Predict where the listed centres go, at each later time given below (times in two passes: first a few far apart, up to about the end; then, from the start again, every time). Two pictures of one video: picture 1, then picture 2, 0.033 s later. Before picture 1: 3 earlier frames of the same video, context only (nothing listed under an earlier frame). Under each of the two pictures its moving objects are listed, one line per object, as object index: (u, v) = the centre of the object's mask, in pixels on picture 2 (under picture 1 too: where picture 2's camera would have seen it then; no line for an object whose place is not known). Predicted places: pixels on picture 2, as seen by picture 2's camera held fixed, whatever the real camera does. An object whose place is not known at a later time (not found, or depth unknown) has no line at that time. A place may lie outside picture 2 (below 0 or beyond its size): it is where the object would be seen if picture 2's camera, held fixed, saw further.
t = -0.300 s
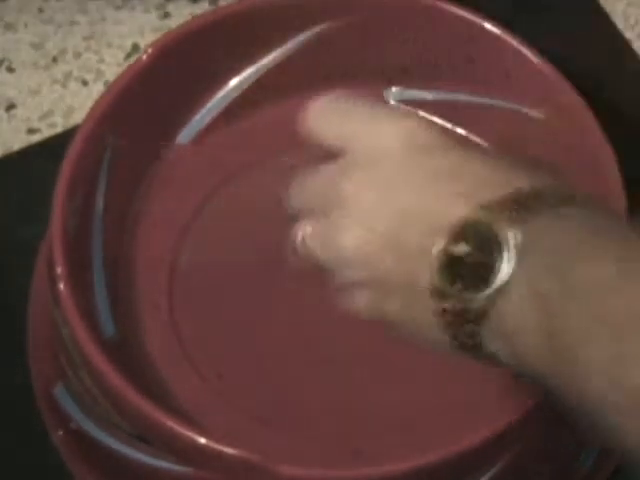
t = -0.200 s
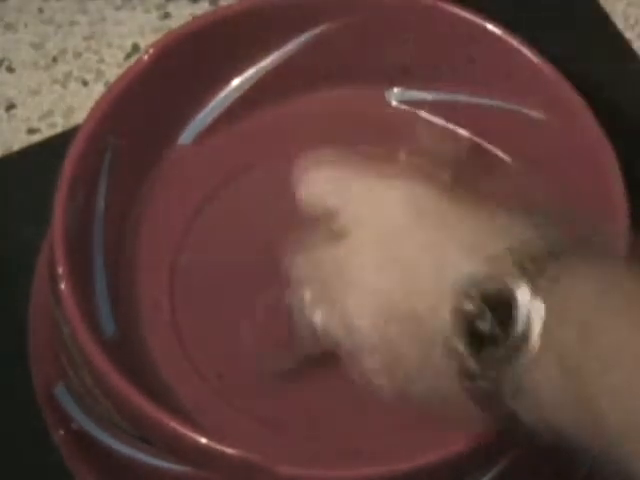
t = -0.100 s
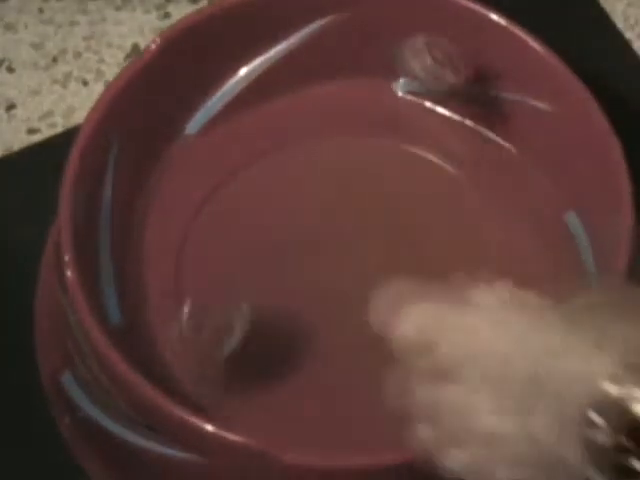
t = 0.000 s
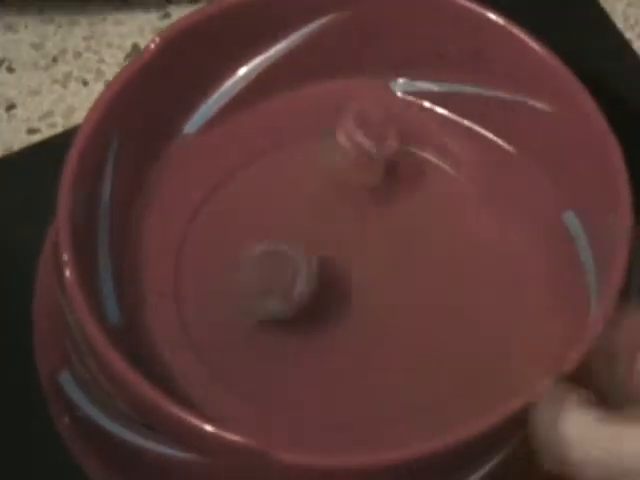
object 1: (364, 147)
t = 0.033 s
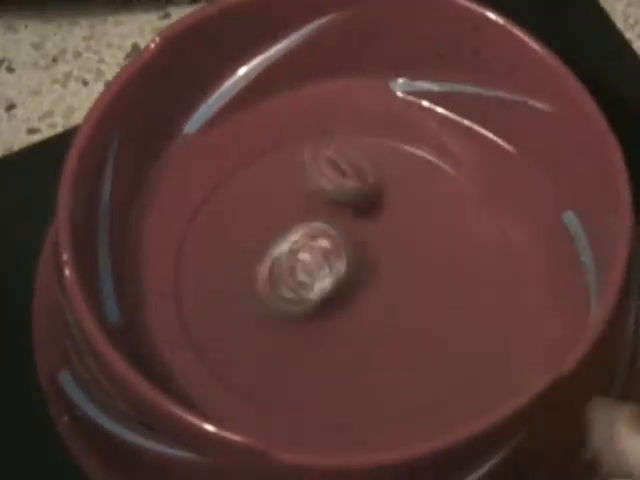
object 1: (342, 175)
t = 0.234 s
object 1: (183, 186)
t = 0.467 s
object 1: (181, 243)
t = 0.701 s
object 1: (311, 377)
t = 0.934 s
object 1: (411, 373)
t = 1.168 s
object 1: (351, 358)
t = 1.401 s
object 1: (284, 273)
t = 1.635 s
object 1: (199, 234)
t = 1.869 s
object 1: (232, 227)
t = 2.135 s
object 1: (305, 211)
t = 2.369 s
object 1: (353, 186)
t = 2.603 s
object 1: (398, 182)
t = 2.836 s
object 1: (432, 204)
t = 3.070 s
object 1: (448, 245)
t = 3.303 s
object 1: (440, 293)
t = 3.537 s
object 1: (411, 335)
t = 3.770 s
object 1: (364, 357)
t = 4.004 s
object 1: (316, 355)
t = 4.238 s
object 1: (276, 329)
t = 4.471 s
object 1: (254, 288)
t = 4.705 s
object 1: (260, 245)
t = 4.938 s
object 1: (290, 211)
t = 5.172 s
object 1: (333, 194)
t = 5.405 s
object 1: (380, 198)
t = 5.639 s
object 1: (421, 225)
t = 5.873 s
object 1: (436, 264)
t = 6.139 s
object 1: (429, 314)
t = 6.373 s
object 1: (398, 344)
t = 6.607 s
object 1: (354, 352)
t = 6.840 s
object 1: (307, 333)
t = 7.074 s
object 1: (273, 299)
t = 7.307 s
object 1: (263, 258)
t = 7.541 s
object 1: (280, 222)
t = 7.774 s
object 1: (316, 202)
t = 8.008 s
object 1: (361, 200)
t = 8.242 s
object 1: (406, 213)
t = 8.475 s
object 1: (433, 248)
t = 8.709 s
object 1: (434, 292)
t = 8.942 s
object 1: (410, 329)
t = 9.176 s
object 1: (368, 346)
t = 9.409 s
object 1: (319, 338)
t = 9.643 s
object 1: (276, 318)
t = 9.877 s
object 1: (265, 280)
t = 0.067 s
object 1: (310, 168)
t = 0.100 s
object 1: (283, 151)
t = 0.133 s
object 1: (257, 144)
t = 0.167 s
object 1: (230, 151)
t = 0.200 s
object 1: (208, 168)
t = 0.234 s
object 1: (183, 186)
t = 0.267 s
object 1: (158, 166)
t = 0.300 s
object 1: (151, 157)
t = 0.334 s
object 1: (148, 159)
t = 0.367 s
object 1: (148, 173)
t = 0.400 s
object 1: (149, 199)
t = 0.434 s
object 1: (167, 234)
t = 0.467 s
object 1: (181, 243)
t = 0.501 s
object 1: (193, 253)
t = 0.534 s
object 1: (207, 272)
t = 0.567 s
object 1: (222, 304)
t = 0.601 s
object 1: (240, 324)
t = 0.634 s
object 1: (263, 337)
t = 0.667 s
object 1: (287, 360)
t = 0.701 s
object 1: (311, 377)
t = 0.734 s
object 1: (333, 387)
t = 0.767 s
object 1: (357, 398)
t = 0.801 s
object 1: (373, 399)
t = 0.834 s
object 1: (387, 395)
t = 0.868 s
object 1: (401, 381)
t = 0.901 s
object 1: (408, 368)
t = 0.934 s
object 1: (411, 373)
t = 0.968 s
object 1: (410, 387)
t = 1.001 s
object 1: (403, 391)
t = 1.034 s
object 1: (396, 394)
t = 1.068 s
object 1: (385, 391)
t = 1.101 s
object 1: (372, 382)
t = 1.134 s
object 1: (361, 371)
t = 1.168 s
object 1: (351, 358)
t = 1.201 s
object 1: (341, 344)
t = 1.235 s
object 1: (332, 330)
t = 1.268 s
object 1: (324, 317)
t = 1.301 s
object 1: (315, 305)
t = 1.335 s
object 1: (305, 294)
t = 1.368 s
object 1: (294, 282)
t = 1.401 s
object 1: (284, 273)
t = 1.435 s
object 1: (264, 266)
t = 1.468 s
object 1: (243, 260)
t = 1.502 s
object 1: (226, 253)
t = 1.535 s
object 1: (214, 246)
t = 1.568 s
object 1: (207, 241)
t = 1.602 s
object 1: (202, 238)
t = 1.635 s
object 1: (199, 234)
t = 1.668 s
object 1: (198, 232)
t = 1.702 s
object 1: (200, 231)
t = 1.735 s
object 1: (204, 230)
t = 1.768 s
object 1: (208, 229)
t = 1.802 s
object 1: (215, 228)
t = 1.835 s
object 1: (223, 228)
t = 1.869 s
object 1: (232, 227)
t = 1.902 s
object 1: (242, 227)
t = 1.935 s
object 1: (252, 226)
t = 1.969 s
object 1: (262, 225)
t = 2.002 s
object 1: (271, 224)
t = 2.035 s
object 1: (280, 222)
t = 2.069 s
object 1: (289, 218)
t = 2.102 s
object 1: (297, 215)
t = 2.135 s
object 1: (305, 211)
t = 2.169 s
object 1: (312, 207)
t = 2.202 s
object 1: (319, 203)
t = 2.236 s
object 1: (325, 199)
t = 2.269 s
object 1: (332, 195)
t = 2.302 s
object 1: (339, 191)
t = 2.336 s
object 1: (346, 188)
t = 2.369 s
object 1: (353, 186)
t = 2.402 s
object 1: (359, 183)
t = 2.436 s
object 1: (366, 182)
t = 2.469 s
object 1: (372, 181)
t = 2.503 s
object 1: (379, 180)
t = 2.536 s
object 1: (385, 181)
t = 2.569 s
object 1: (392, 181)
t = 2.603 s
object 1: (398, 182)
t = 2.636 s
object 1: (404, 184)
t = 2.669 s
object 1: (410, 186)
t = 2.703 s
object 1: (415, 188)
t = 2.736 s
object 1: (420, 192)
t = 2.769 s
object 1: (424, 195)
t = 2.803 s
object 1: (429, 200)
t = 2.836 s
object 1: (432, 204)
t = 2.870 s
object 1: (436, 209)
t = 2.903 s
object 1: (439, 214)
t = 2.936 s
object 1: (442, 220)
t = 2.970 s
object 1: (444, 226)
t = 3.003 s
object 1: (447, 233)
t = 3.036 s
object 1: (448, 239)
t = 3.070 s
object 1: (448, 245)
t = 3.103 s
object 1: (448, 252)
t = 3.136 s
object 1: (448, 258)
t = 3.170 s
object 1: (447, 265)
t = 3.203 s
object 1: (446, 273)
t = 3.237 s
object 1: (444, 279)
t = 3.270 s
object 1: (442, 286)
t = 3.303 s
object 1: (440, 293)
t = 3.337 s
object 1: (437, 299)
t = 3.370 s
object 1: (435, 307)
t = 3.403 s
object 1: (431, 313)
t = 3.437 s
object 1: (426, 319)
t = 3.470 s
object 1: (421, 324)
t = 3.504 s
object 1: (416, 330)
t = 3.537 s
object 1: (411, 335)
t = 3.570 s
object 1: (405, 340)
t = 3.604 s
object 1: (399, 343)
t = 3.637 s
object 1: (393, 347)
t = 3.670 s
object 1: (385, 350)
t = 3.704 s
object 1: (378, 352)
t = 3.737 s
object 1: (371, 354)
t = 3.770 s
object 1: (364, 357)
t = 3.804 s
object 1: (357, 358)
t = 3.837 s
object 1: (351, 359)
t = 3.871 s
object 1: (343, 359)
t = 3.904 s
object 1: (336, 358)
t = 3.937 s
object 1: (330, 358)
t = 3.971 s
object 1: (323, 357)
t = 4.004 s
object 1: (316, 355)
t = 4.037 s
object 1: (309, 352)
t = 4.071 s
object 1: (303, 349)
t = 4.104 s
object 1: (297, 346)
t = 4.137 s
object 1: (292, 343)
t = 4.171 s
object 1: (287, 339)
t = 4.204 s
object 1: (281, 334)
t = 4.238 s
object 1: (276, 329)
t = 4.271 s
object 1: (270, 323)
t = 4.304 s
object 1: (266, 318)
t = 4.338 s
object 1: (262, 312)
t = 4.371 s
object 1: (259, 306)
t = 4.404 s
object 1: (258, 300)
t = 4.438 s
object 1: (256, 294)
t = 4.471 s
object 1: (254, 288)
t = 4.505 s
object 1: (253, 281)
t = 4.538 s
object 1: (253, 275)
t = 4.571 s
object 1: (252, 269)
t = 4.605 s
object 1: (254, 262)
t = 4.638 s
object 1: (255, 257)
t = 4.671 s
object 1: (257, 251)
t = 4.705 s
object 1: (260, 245)
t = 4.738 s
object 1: (263, 239)
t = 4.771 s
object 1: (266, 234)
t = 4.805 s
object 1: (271, 229)
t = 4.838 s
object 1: (275, 224)
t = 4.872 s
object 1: (280, 219)
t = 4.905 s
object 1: (284, 215)
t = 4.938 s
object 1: (290, 211)
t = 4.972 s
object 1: (296, 207)
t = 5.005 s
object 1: (301, 204)
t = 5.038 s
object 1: (307, 201)
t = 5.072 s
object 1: (314, 199)
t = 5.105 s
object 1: (321, 197)
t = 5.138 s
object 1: (328, 195)
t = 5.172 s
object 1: (333, 194)
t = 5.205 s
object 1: (340, 193)
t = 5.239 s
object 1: (347, 193)
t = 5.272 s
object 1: (354, 193)
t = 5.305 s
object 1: (360, 194)
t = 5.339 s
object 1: (367, 195)
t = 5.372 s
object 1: (374, 196)
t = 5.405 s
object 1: (380, 198)
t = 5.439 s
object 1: (387, 201)
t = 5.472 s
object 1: (394, 204)
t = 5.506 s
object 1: (400, 207)
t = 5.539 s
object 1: (406, 211)
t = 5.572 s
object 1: (411, 215)
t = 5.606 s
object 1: (417, 220)
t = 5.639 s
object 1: (421, 225)
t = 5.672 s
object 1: (425, 229)
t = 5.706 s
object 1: (429, 235)
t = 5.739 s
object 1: (432, 240)
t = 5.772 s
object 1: (432, 245)
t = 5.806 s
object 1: (434, 252)
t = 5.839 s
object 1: (434, 257)
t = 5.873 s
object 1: (436, 264)
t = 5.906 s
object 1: (437, 270)
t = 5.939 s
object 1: (437, 278)
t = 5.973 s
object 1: (437, 284)
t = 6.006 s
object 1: (437, 291)
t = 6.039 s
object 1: (435, 296)
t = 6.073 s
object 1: (433, 303)
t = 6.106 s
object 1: (432, 309)
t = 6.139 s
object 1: (429, 314)
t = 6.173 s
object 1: (426, 320)
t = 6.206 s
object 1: (422, 325)
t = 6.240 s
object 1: (417, 330)
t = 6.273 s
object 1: (414, 334)
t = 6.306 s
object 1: (409, 337)
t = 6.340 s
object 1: (405, 341)
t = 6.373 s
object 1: (398, 344)
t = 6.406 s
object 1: (392, 347)
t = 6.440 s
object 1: (386, 349)
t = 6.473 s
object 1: (379, 350)
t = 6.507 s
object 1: (374, 352)
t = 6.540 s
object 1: (366, 352)
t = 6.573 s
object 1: (361, 352)
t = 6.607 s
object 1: (354, 352)
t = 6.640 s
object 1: (347, 350)
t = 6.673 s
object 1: (340, 348)
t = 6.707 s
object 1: (334, 346)
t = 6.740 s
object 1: (327, 343)
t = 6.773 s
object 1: (320, 340)
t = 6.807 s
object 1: (313, 337)
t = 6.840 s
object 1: (307, 333)
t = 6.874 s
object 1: (302, 330)
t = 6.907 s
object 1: (296, 325)
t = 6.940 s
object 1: (289, 320)
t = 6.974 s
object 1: (286, 316)
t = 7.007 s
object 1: (280, 310)
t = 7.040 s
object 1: (277, 305)
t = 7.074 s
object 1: (273, 299)
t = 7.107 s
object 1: (270, 294)
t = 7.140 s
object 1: (268, 288)
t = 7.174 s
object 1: (265, 282)
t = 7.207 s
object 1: (264, 276)
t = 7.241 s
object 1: (263, 270)
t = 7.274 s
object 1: (263, 264)
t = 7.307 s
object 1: (263, 258)
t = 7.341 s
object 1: (264, 252)
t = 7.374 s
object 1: (265, 247)
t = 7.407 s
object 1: (267, 242)
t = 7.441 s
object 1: (270, 237)
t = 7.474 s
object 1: (273, 232)
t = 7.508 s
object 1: (276, 227)
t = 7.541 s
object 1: (280, 222)
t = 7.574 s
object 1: (284, 218)
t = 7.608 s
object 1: (289, 215)
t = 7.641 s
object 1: (294, 212)
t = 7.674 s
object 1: (299, 209)
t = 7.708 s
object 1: (305, 206)
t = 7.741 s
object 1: (311, 204)
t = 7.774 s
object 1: (316, 202)
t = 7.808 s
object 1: (323, 201)
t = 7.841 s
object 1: (329, 200)
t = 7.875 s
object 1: (335, 199)
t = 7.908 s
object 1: (341, 199)
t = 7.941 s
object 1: (348, 199)
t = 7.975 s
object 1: (354, 199)
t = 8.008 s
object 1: (361, 200)
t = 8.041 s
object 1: (368, 201)
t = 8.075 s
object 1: (376, 199)
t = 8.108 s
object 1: (383, 200)
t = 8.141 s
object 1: (390, 202)
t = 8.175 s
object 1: (395, 205)
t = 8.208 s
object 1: (401, 208)
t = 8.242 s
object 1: (406, 213)
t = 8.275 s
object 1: (412, 217)
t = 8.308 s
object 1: (416, 221)
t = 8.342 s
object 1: (421, 226)
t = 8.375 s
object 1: (424, 231)
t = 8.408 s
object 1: (428, 237)
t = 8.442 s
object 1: (430, 242)
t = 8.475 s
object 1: (433, 248)
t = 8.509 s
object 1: (434, 254)
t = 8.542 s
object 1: (436, 261)
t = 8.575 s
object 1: (436, 267)
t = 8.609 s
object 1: (436, 273)
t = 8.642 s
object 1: (436, 279)
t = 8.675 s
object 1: (434, 286)
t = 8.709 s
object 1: (434, 292)
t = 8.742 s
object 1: (432, 298)
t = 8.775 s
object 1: (428, 303)
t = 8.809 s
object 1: (427, 309)
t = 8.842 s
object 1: (424, 315)
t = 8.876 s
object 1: (419, 319)
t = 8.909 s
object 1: (414, 323)
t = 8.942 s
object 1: (410, 329)
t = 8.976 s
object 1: (405, 332)
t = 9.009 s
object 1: (398, 335)
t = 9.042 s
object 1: (392, 338)
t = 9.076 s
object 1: (388, 341)
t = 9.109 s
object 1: (380, 342)
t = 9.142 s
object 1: (373, 344)
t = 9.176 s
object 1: (368, 346)
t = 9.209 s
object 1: (360, 345)
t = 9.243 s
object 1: (353, 346)
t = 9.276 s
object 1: (347, 345)
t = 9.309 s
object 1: (340, 344)
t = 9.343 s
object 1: (333, 343)
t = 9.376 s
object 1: (326, 341)
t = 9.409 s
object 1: (319, 338)
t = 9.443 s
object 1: (313, 335)
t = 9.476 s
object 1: (306, 331)
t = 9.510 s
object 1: (298, 332)
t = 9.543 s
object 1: (289, 330)
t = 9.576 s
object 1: (284, 327)
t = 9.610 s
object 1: (280, 323)
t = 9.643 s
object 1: (276, 318)
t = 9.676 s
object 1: (272, 314)
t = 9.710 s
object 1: (270, 309)
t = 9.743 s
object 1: (267, 303)
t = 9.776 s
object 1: (266, 298)
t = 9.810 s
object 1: (265, 292)
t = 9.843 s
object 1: (265, 286)
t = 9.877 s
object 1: (265, 280)
